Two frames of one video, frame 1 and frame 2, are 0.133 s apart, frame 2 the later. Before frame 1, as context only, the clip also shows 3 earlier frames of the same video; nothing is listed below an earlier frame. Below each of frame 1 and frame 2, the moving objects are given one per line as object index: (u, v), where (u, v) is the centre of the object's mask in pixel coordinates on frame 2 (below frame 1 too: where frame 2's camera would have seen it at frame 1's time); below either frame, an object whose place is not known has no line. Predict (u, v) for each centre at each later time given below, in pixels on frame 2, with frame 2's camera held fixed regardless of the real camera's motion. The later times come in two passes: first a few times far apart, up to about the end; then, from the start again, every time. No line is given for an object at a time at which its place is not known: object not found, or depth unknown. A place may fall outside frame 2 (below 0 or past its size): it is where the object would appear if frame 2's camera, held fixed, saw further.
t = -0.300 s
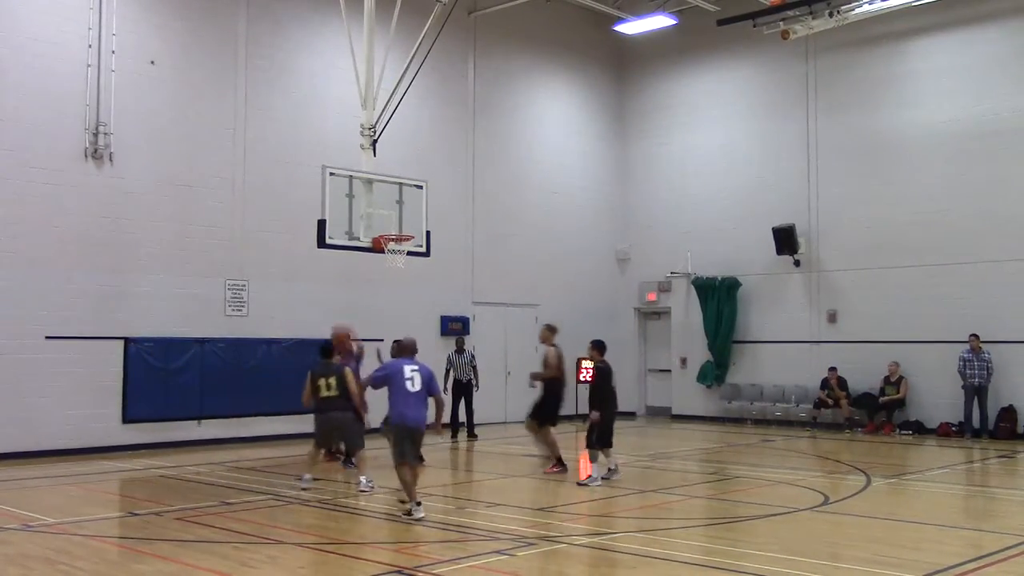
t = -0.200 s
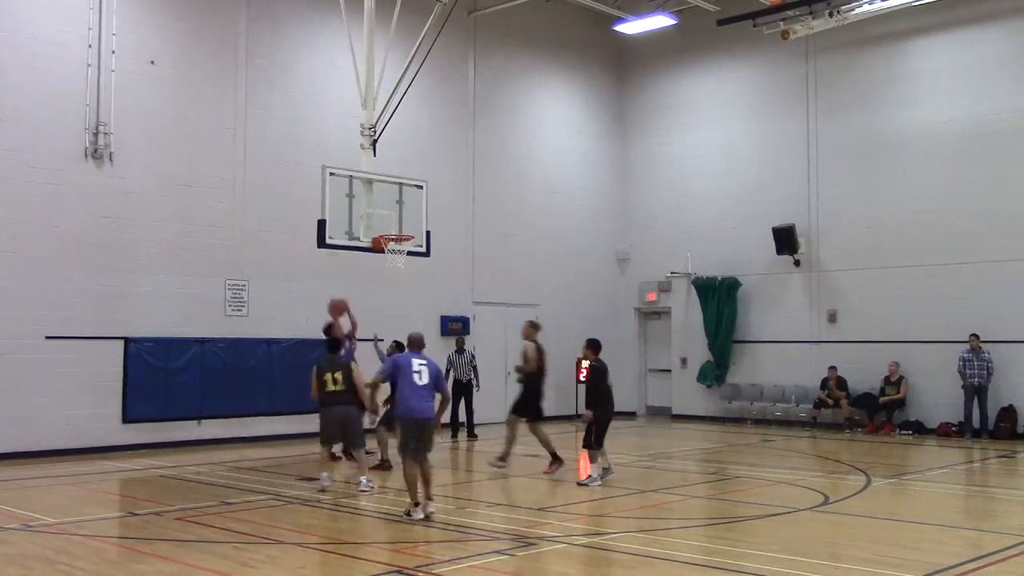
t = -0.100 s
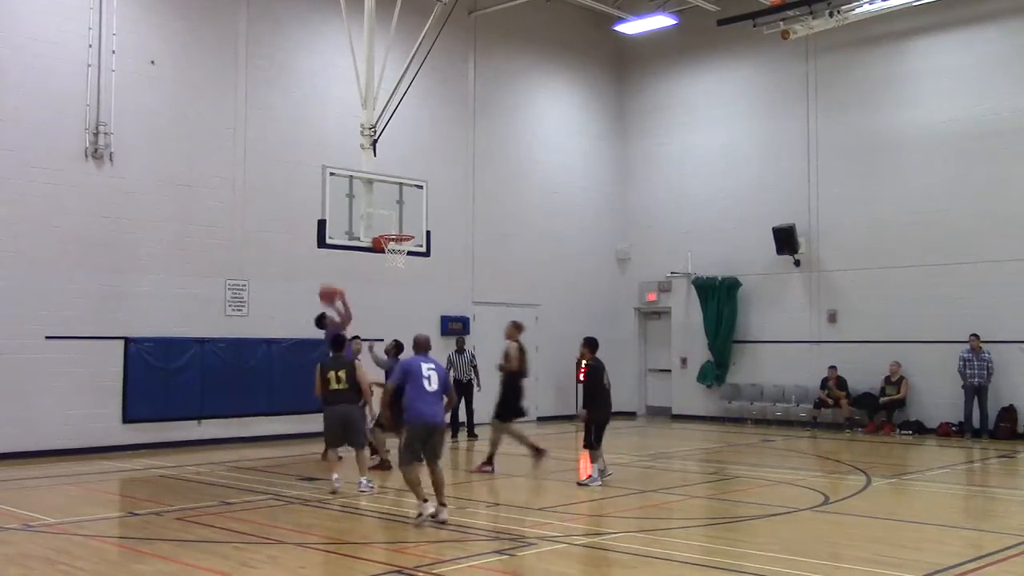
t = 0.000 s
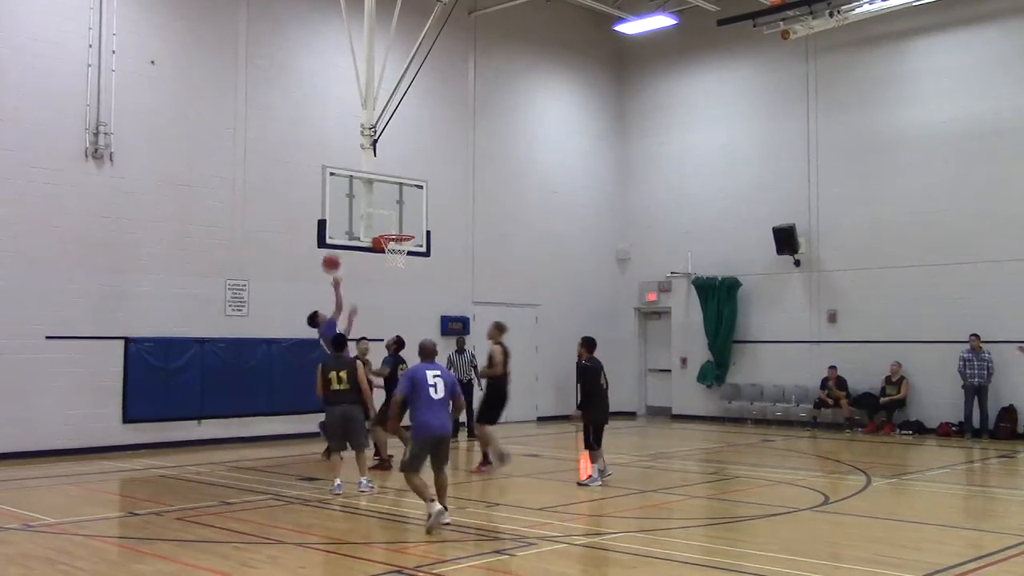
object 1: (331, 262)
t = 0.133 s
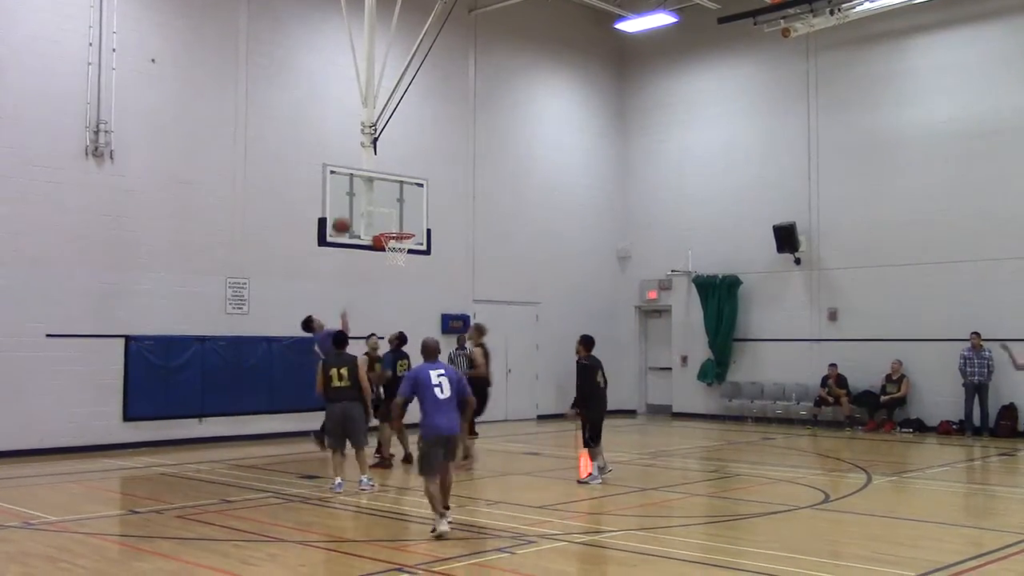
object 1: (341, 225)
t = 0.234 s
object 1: (347, 209)
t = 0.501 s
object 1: (376, 207)
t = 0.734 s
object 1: (405, 249)
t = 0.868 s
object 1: (413, 270)
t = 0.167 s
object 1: (343, 220)
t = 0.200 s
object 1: (345, 214)
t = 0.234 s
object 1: (347, 209)
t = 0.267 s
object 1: (349, 205)
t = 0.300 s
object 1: (351, 202)
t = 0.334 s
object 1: (354, 200)
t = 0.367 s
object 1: (358, 200)
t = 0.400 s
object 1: (363, 201)
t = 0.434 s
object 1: (367, 202)
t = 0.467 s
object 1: (372, 204)
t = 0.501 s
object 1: (376, 207)
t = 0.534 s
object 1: (380, 211)
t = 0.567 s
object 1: (384, 215)
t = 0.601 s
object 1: (389, 220)
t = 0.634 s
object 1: (394, 226)
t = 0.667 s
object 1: (397, 233)
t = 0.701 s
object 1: (401, 241)
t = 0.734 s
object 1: (405, 249)
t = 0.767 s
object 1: (408, 255)
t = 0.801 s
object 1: (410, 260)
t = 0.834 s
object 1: (412, 264)
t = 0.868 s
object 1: (413, 270)
